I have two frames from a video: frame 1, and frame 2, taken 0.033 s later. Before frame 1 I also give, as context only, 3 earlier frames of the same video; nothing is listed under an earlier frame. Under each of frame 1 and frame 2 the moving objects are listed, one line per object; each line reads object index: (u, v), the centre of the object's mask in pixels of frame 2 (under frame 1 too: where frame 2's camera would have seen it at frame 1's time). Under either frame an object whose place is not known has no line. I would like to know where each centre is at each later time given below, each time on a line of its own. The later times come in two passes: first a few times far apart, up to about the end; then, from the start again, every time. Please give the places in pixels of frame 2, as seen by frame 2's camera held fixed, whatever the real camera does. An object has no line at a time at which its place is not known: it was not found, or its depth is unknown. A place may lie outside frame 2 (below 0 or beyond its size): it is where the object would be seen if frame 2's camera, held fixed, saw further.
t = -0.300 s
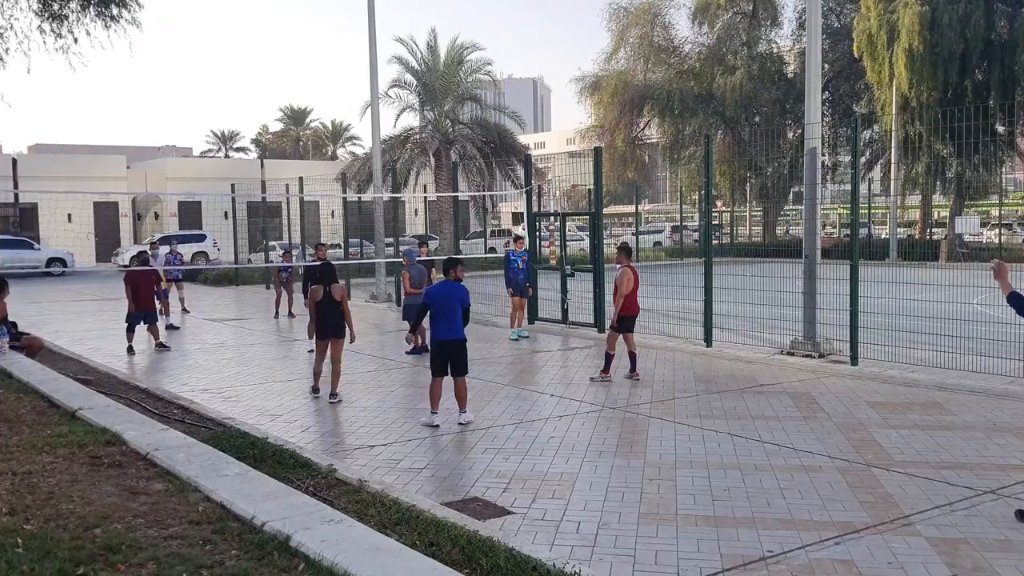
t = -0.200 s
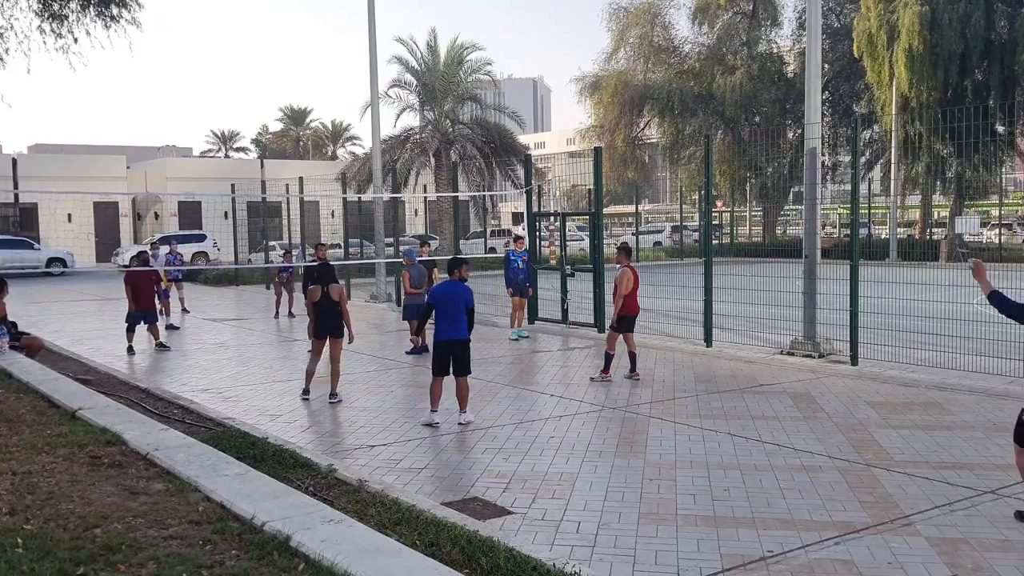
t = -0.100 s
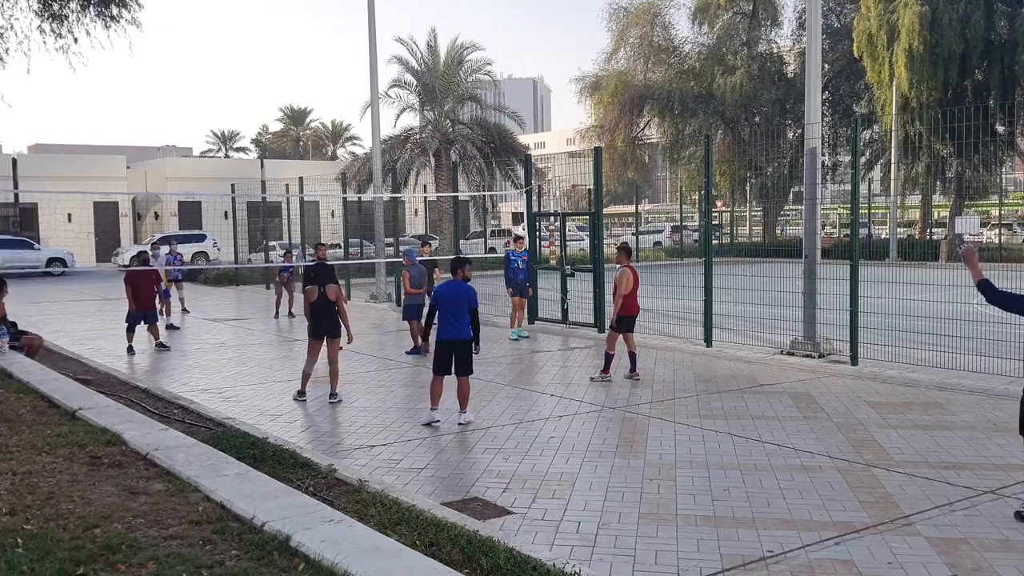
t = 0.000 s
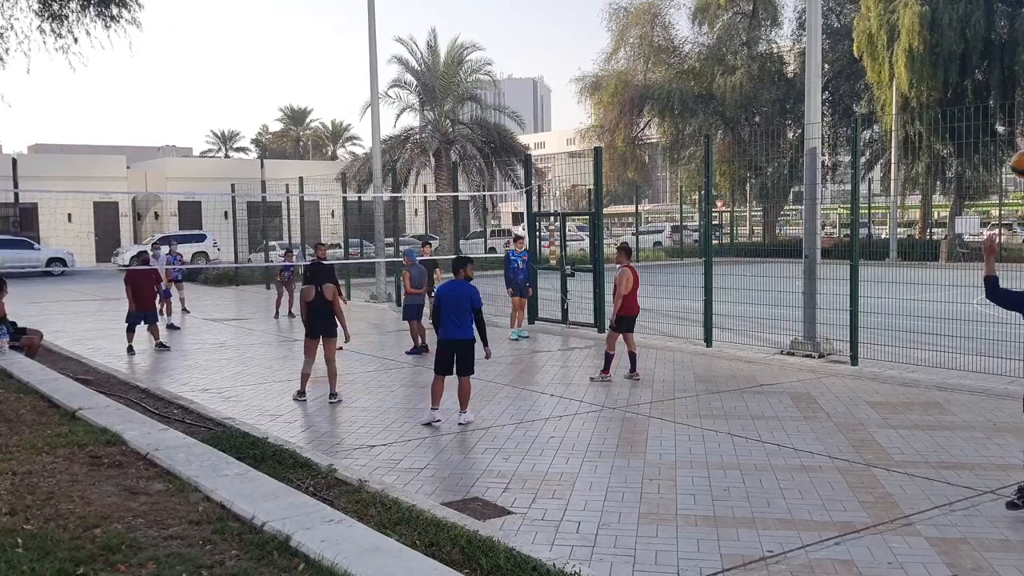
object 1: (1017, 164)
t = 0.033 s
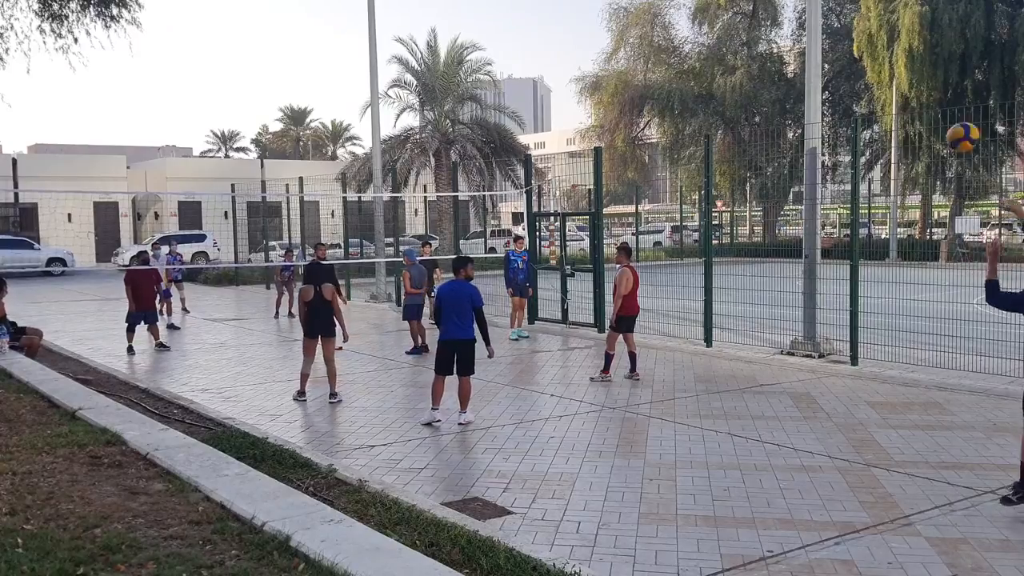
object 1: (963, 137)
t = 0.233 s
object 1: (677, 52)
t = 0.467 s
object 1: (483, 45)
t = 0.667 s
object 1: (377, 78)
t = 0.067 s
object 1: (903, 114)
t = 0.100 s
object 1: (849, 96)
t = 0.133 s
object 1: (800, 82)
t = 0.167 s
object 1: (755, 69)
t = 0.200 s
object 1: (715, 60)
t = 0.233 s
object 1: (677, 52)
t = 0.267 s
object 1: (643, 48)
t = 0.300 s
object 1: (611, 43)
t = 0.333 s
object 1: (582, 42)
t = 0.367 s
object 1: (554, 41)
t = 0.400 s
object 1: (529, 41)
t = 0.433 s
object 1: (505, 43)
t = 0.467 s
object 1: (483, 45)
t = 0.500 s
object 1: (463, 49)
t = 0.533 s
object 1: (444, 53)
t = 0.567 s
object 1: (426, 59)
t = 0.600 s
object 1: (408, 64)
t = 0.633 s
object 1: (392, 71)
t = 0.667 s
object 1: (377, 78)
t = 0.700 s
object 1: (363, 85)
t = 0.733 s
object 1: (349, 93)
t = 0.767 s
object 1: (337, 101)
